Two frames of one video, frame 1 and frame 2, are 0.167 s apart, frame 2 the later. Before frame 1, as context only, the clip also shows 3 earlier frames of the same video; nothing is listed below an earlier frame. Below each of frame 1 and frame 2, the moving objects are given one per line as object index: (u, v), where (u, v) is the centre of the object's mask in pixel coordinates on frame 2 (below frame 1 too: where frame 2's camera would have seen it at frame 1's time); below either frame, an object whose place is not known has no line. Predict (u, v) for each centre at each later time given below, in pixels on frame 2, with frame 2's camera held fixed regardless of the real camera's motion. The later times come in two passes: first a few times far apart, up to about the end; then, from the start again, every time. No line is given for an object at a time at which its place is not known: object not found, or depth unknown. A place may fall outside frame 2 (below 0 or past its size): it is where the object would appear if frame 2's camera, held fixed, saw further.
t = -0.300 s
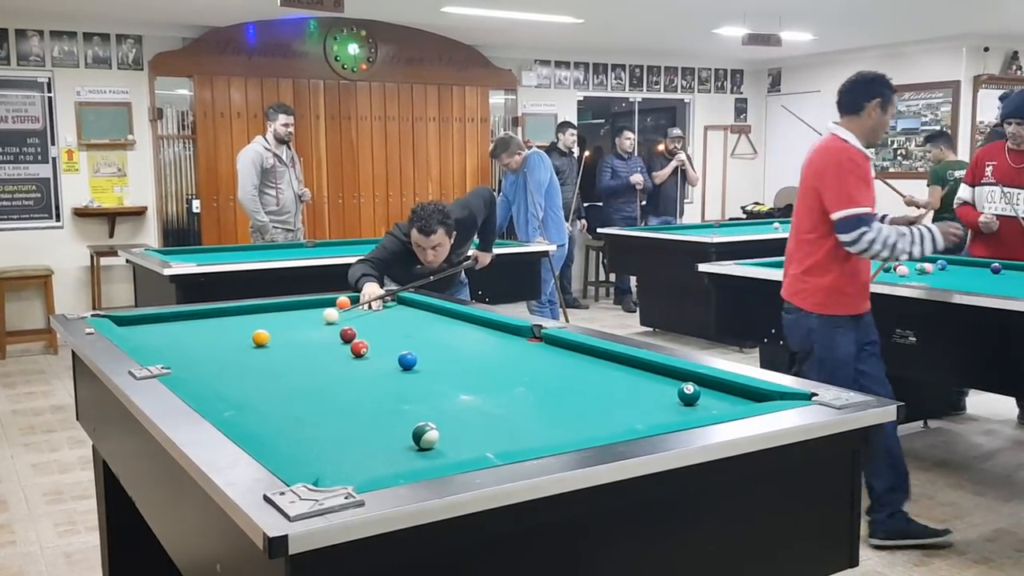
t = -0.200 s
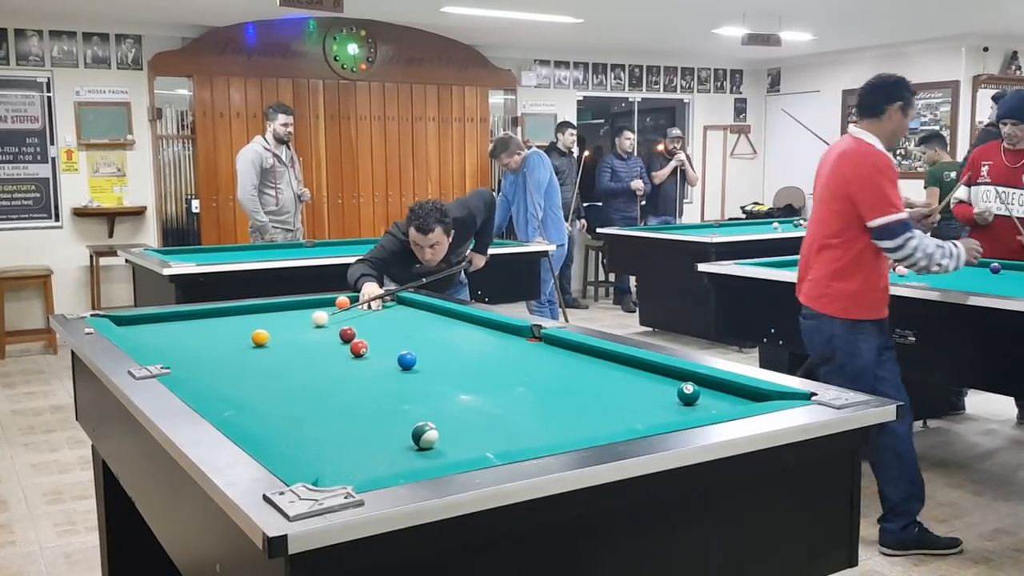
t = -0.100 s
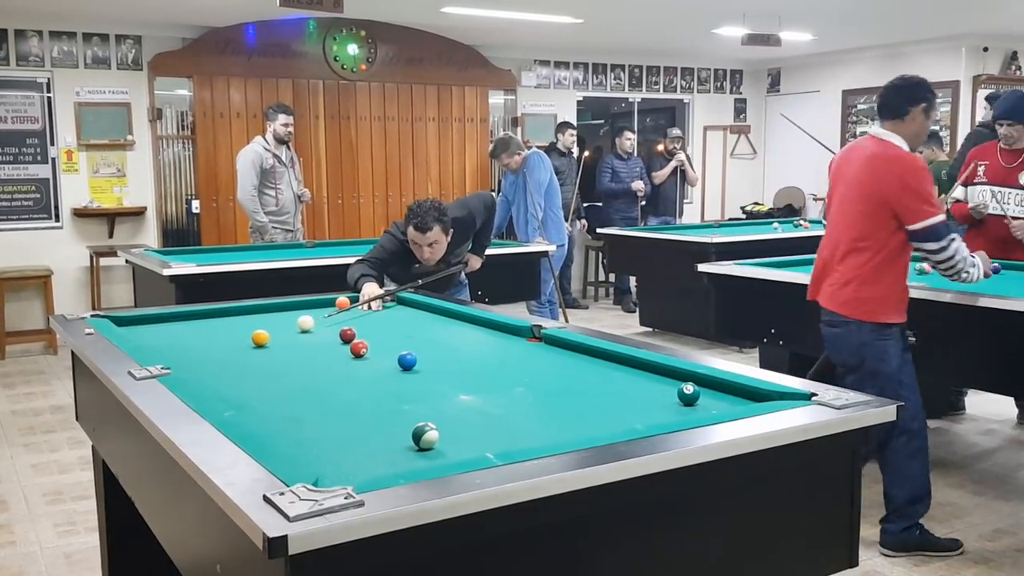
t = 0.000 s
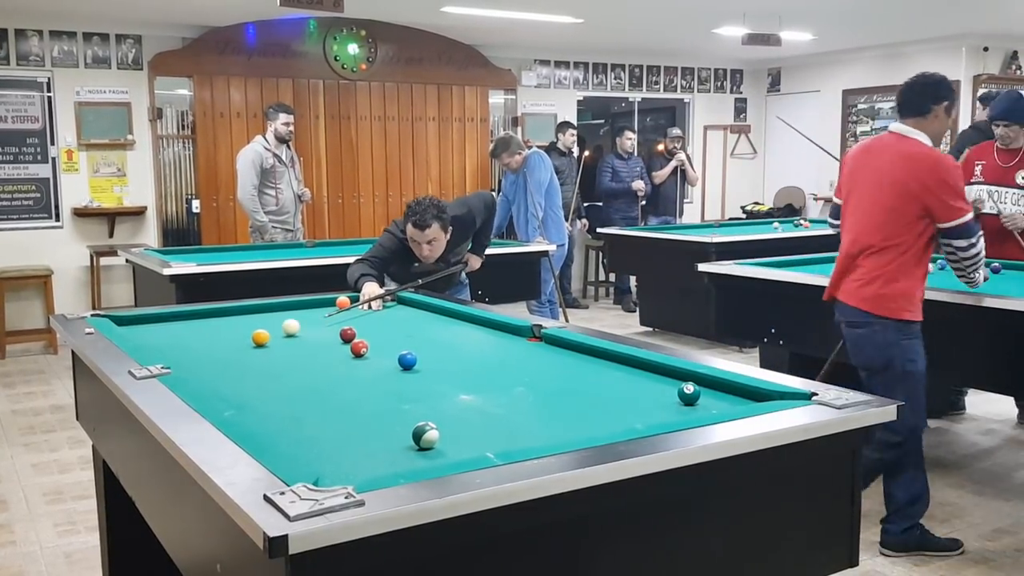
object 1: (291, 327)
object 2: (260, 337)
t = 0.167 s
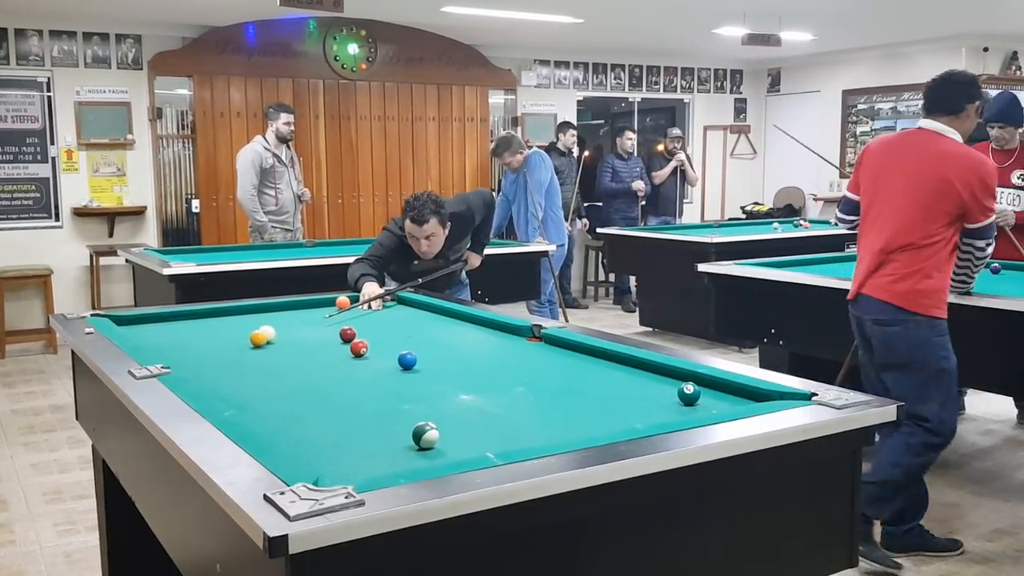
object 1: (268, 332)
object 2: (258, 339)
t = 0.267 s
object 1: (260, 334)
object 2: (249, 342)
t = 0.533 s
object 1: (239, 338)
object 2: (227, 351)
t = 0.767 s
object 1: (223, 341)
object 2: (207, 360)
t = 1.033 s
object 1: (206, 343)
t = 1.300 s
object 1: (192, 346)
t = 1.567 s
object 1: (180, 348)
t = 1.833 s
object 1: (171, 349)
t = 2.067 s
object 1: (165, 350)
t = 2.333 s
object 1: (161, 350)
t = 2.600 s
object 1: (161, 350)
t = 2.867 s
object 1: (161, 350)
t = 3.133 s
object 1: (161, 350)
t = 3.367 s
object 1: (161, 350)
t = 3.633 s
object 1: (161, 350)
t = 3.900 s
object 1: (162, 350)
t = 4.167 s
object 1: (162, 350)
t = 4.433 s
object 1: (162, 350)
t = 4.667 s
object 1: (162, 350)
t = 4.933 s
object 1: (162, 350)
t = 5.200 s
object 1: (162, 350)
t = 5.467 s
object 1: (162, 350)
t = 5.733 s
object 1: (162, 350)
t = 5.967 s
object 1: (162, 350)
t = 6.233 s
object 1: (162, 350)
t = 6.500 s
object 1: (162, 350)
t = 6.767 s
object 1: (162, 350)
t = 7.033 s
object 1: (162, 350)
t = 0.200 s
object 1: (265, 333)
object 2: (255, 340)
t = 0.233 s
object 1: (263, 333)
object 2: (252, 341)
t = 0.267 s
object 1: (260, 334)
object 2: (249, 342)
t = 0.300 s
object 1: (257, 334)
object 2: (246, 343)
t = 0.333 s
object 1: (255, 335)
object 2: (244, 344)
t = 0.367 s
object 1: (252, 335)
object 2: (241, 345)
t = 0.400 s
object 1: (249, 336)
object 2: (238, 347)
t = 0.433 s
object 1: (247, 336)
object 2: (236, 348)
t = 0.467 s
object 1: (244, 337)
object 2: (233, 349)
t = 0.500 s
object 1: (242, 337)
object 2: (230, 350)
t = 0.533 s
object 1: (239, 338)
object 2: (227, 351)
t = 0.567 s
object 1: (237, 338)
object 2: (225, 353)
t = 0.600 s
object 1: (234, 339)
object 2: (222, 354)
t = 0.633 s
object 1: (232, 339)
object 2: (219, 355)
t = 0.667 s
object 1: (229, 340)
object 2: (216, 356)
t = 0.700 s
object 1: (227, 340)
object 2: (213, 358)
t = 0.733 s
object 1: (225, 340)
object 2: (210, 359)
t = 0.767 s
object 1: (223, 341)
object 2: (207, 360)
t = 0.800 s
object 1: (220, 341)
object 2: (205, 361)
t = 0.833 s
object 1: (218, 341)
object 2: (202, 362)
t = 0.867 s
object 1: (216, 342)
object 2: (199, 364)
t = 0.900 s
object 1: (214, 342)
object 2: (196, 365)
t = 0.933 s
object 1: (212, 342)
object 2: (193, 366)
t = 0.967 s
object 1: (210, 343)
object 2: (190, 367)
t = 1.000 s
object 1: (208, 343)
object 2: (188, 368)
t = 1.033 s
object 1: (206, 343)
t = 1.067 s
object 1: (204, 344)
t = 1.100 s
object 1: (202, 344)
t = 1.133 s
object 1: (200, 344)
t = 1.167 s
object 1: (198, 345)
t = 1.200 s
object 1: (197, 345)
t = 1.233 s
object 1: (195, 345)
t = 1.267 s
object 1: (193, 345)
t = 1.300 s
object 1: (192, 346)
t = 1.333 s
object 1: (190, 346)
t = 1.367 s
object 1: (188, 346)
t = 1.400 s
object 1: (187, 347)
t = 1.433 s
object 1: (186, 347)
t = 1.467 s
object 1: (184, 347)
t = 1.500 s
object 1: (183, 347)
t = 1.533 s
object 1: (181, 348)
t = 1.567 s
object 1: (180, 348)
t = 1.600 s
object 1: (179, 348)
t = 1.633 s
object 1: (177, 348)
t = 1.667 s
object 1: (176, 348)
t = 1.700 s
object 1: (175, 349)
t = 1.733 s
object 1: (174, 349)
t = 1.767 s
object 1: (173, 349)
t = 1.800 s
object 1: (172, 349)
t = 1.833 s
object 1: (171, 349)
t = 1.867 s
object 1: (170, 350)
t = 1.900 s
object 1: (169, 350)
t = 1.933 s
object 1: (168, 350)
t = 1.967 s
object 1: (167, 350)
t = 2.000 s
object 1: (167, 350)
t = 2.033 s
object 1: (166, 350)
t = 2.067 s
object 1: (165, 350)
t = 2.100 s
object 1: (164, 350)
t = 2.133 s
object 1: (164, 350)
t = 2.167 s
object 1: (164, 350)
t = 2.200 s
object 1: (163, 350)
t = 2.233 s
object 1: (163, 350)
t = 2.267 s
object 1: (162, 350)
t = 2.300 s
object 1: (162, 350)
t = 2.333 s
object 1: (161, 350)
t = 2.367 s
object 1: (161, 350)
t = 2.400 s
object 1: (160, 350)
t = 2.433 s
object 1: (160, 350)
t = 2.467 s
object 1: (160, 350)
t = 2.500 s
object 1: (161, 350)
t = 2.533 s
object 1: (161, 350)
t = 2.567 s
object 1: (161, 350)
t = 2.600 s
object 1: (161, 350)
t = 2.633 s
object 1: (161, 350)
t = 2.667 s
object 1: (161, 350)
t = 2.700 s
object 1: (161, 350)
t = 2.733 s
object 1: (161, 350)
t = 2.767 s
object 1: (161, 350)
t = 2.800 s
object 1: (161, 350)
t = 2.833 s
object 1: (161, 350)
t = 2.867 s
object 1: (161, 350)
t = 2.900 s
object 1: (161, 350)
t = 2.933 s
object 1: (161, 350)
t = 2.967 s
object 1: (161, 350)
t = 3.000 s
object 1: (161, 350)
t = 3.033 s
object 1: (161, 350)
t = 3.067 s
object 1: (161, 350)
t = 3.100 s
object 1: (161, 350)
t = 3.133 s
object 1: (161, 350)
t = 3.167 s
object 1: (161, 350)
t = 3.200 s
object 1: (161, 350)
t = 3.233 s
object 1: (161, 350)
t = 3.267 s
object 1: (161, 350)
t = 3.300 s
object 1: (161, 350)
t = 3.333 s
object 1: (161, 350)
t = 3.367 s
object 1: (161, 350)
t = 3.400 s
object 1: (161, 350)
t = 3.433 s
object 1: (161, 350)
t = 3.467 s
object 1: (161, 350)
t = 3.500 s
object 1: (161, 350)
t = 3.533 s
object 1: (161, 350)
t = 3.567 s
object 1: (161, 350)
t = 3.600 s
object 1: (161, 350)
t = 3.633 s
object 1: (161, 350)
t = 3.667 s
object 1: (161, 350)
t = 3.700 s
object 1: (161, 350)
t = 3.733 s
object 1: (161, 350)
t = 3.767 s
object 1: (162, 350)
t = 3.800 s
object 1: (161, 350)
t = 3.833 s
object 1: (162, 350)
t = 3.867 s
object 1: (162, 350)
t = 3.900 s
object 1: (162, 350)
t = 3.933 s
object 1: (162, 350)
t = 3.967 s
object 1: (162, 350)
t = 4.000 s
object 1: (162, 350)
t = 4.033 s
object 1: (162, 350)
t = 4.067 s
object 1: (162, 350)
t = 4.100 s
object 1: (161, 350)
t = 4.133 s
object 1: (162, 350)
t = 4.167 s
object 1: (162, 350)
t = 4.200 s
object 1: (162, 350)
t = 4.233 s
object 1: (162, 350)
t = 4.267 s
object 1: (162, 350)
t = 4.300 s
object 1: (161, 350)
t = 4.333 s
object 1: (162, 350)
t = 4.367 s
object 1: (162, 350)
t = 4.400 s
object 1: (162, 350)
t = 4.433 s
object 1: (162, 350)
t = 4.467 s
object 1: (162, 350)
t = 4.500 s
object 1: (162, 350)
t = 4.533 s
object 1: (162, 350)
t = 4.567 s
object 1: (162, 350)
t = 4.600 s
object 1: (162, 350)
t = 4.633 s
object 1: (162, 350)
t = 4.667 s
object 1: (162, 350)
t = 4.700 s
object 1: (162, 350)
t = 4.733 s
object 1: (161, 350)
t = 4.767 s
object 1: (162, 350)
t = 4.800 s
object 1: (162, 350)
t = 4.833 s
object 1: (162, 350)
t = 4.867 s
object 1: (162, 350)
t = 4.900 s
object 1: (162, 350)
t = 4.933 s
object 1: (162, 350)
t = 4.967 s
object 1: (162, 350)
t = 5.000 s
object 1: (162, 350)
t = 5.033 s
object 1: (162, 350)
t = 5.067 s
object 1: (162, 350)
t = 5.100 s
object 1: (162, 350)
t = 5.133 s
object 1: (162, 350)
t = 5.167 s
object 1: (162, 350)
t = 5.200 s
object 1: (162, 350)
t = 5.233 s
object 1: (162, 350)
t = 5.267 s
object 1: (162, 350)
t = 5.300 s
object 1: (162, 350)
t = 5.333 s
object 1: (162, 350)
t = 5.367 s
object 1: (162, 350)
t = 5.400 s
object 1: (162, 350)
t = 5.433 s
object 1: (162, 350)
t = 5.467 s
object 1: (162, 350)
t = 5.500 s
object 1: (162, 350)
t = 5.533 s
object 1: (162, 350)
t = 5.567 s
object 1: (162, 350)
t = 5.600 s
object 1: (162, 350)
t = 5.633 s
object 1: (161, 350)
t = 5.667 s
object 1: (161, 350)
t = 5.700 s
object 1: (162, 350)
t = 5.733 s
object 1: (162, 350)
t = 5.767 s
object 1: (162, 350)
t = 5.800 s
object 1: (162, 350)
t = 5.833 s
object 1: (162, 350)
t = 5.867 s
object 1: (162, 350)
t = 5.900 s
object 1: (162, 350)
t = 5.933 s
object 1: (161, 350)
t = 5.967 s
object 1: (162, 350)
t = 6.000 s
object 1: (161, 350)
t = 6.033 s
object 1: (162, 350)
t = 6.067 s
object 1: (162, 350)
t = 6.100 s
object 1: (162, 350)
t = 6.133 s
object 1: (162, 350)
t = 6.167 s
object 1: (162, 350)
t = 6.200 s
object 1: (162, 350)
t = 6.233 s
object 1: (162, 350)
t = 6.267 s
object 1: (162, 350)
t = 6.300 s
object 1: (162, 350)
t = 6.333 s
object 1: (162, 350)
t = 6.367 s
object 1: (162, 350)
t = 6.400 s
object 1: (162, 350)
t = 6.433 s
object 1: (162, 350)
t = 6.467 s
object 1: (162, 350)
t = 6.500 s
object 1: (162, 350)
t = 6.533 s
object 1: (162, 350)
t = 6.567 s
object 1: (162, 350)
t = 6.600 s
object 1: (162, 350)
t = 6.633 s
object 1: (162, 350)
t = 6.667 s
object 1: (162, 350)
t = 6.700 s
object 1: (162, 350)
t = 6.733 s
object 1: (162, 350)
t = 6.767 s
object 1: (162, 350)
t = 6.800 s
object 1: (162, 350)
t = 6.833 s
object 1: (162, 350)
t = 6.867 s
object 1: (162, 350)
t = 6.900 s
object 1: (162, 350)
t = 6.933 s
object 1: (162, 350)
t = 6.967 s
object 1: (162, 350)
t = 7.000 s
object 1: (162, 350)
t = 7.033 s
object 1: (162, 350)
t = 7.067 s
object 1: (162, 350)
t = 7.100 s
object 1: (162, 350)
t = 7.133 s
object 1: (162, 350)
